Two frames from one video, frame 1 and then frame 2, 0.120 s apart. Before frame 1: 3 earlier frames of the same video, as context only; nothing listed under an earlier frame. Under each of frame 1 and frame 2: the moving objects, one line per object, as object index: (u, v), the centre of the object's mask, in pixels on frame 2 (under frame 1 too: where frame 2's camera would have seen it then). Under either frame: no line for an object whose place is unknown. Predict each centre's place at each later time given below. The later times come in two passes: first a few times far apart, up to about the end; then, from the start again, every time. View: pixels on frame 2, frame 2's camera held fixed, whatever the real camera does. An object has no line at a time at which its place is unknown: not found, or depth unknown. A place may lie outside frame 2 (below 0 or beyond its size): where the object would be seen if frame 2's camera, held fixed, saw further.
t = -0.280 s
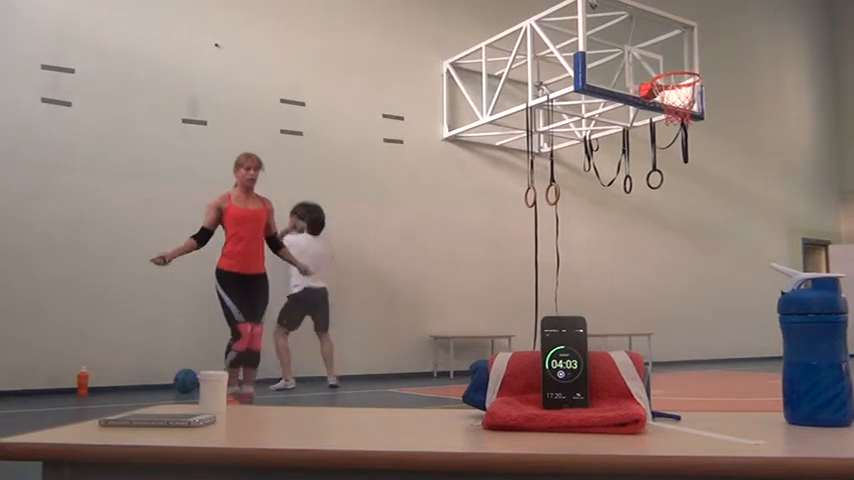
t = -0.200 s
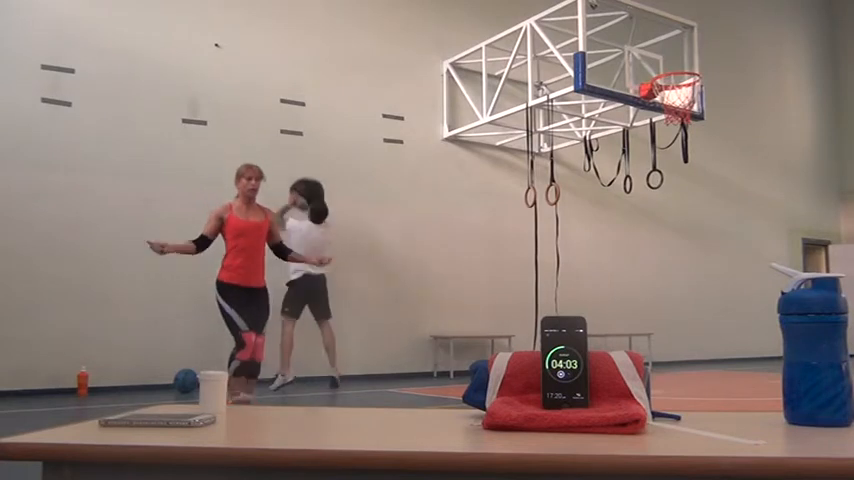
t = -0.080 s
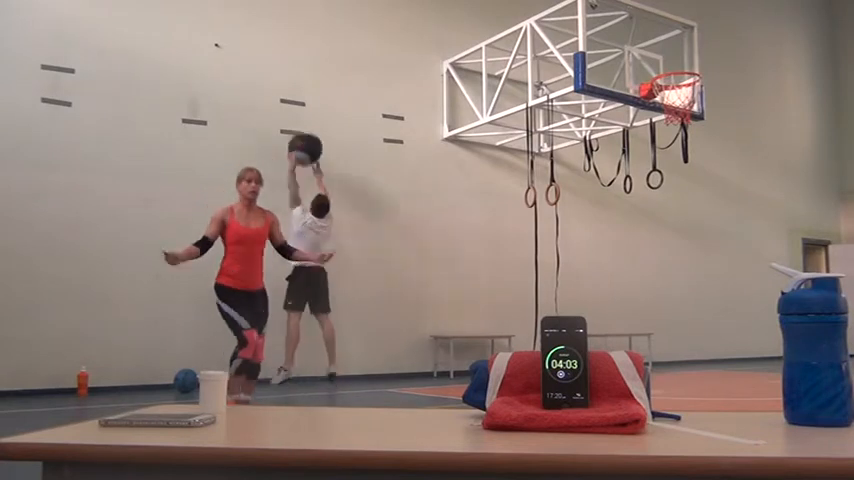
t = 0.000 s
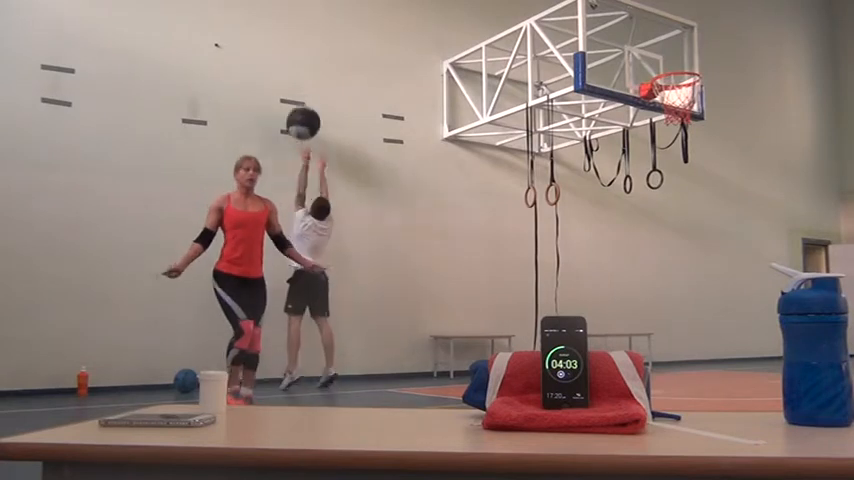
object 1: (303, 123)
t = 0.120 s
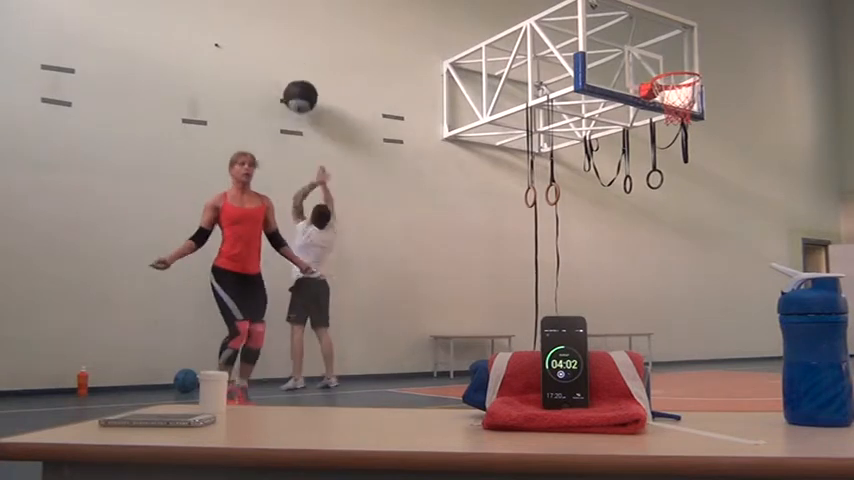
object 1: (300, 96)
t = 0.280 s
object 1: (297, 81)
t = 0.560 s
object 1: (306, 102)
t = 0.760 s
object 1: (313, 162)
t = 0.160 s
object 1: (299, 90)
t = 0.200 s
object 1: (298, 87)
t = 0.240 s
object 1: (297, 83)
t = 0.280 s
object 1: (297, 81)
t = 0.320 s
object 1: (298, 80)
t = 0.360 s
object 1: (300, 80)
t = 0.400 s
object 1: (301, 81)
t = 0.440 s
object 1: (302, 84)
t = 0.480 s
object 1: (304, 89)
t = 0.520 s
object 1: (305, 95)
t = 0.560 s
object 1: (306, 102)
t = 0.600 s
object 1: (308, 111)
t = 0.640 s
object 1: (309, 121)
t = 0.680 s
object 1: (310, 133)
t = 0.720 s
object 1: (312, 147)
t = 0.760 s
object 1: (313, 162)
